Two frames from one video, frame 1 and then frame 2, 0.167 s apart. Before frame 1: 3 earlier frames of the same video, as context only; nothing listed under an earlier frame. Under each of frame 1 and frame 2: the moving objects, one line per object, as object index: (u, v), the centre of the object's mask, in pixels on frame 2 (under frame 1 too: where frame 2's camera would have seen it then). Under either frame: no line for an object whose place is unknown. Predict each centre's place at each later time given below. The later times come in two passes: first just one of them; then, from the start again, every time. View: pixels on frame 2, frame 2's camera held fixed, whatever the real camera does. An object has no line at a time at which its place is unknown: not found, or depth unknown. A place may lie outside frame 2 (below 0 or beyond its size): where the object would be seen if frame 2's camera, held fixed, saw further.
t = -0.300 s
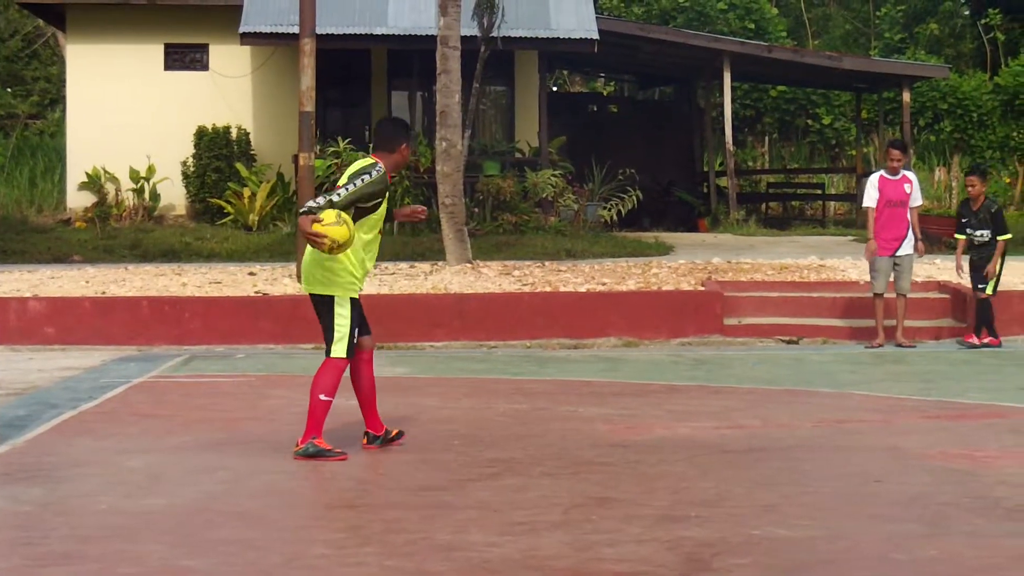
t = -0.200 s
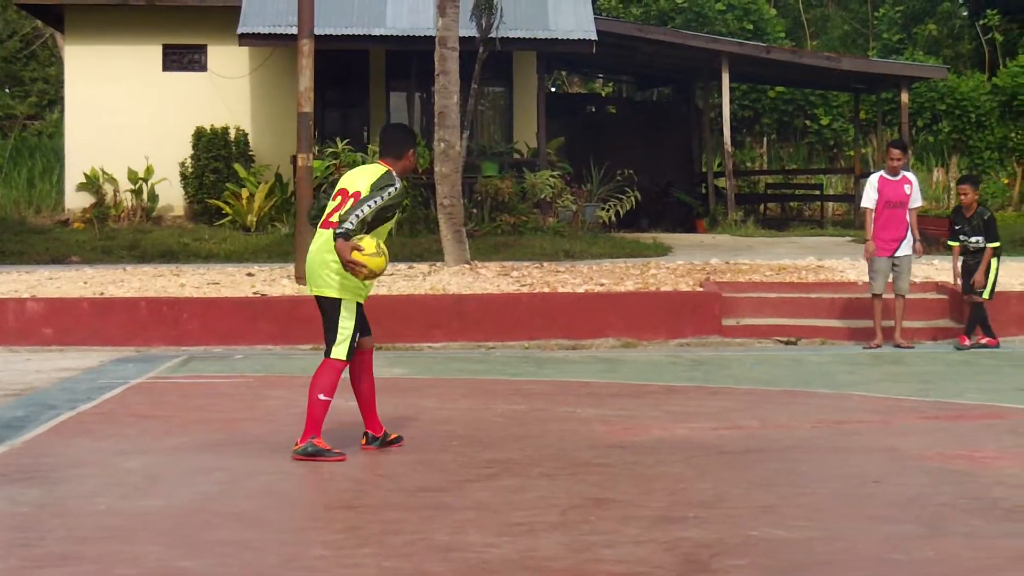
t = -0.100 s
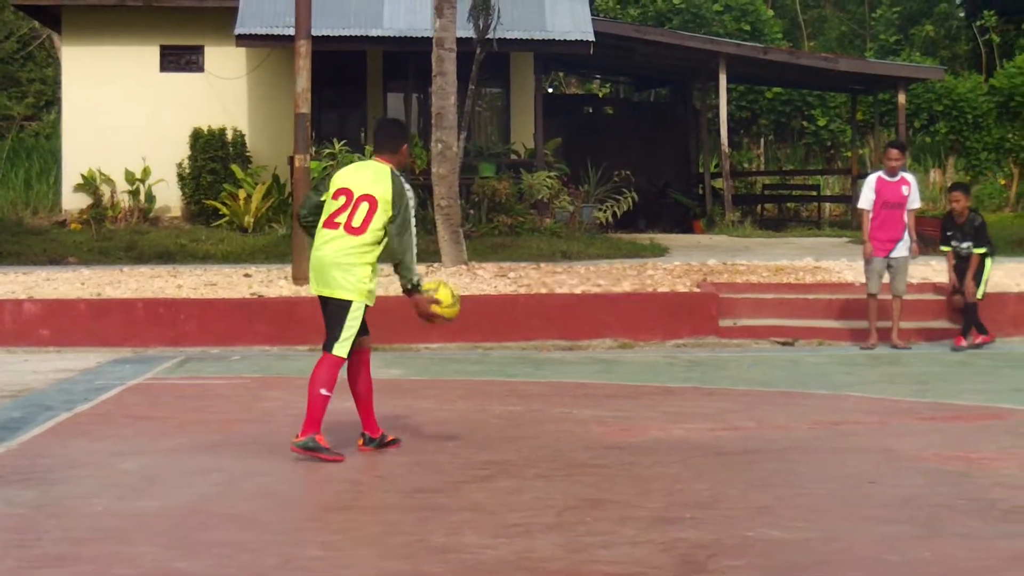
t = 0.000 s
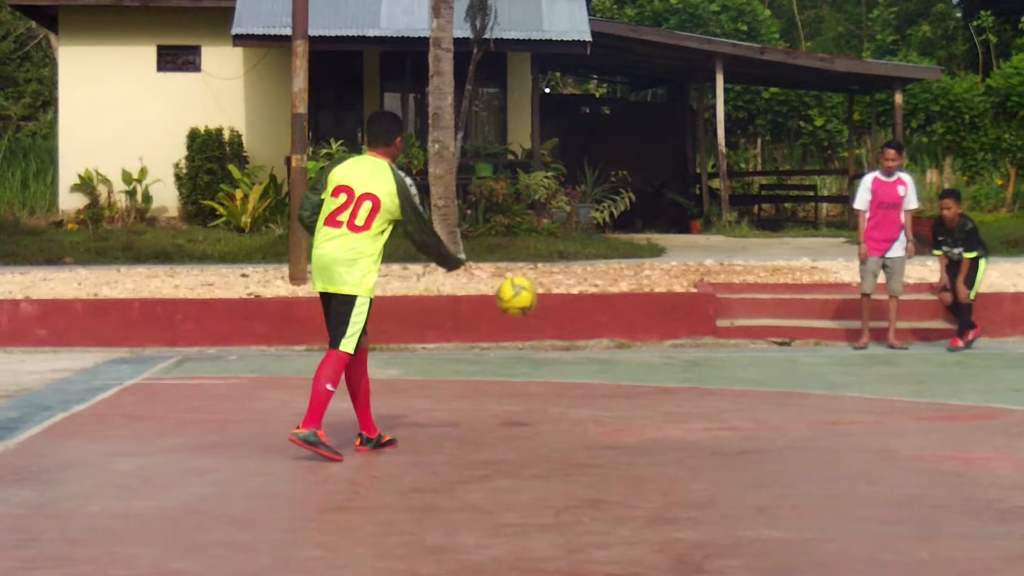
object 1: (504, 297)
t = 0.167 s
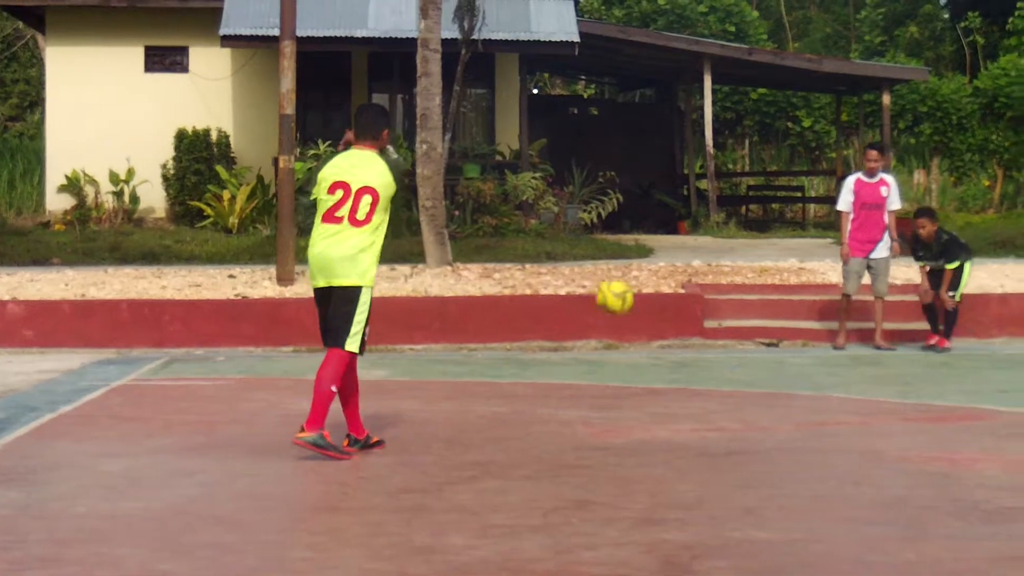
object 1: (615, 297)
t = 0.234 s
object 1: (653, 311)
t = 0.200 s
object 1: (634, 304)
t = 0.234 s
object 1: (653, 311)
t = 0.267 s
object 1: (671, 321)
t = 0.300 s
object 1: (688, 332)
